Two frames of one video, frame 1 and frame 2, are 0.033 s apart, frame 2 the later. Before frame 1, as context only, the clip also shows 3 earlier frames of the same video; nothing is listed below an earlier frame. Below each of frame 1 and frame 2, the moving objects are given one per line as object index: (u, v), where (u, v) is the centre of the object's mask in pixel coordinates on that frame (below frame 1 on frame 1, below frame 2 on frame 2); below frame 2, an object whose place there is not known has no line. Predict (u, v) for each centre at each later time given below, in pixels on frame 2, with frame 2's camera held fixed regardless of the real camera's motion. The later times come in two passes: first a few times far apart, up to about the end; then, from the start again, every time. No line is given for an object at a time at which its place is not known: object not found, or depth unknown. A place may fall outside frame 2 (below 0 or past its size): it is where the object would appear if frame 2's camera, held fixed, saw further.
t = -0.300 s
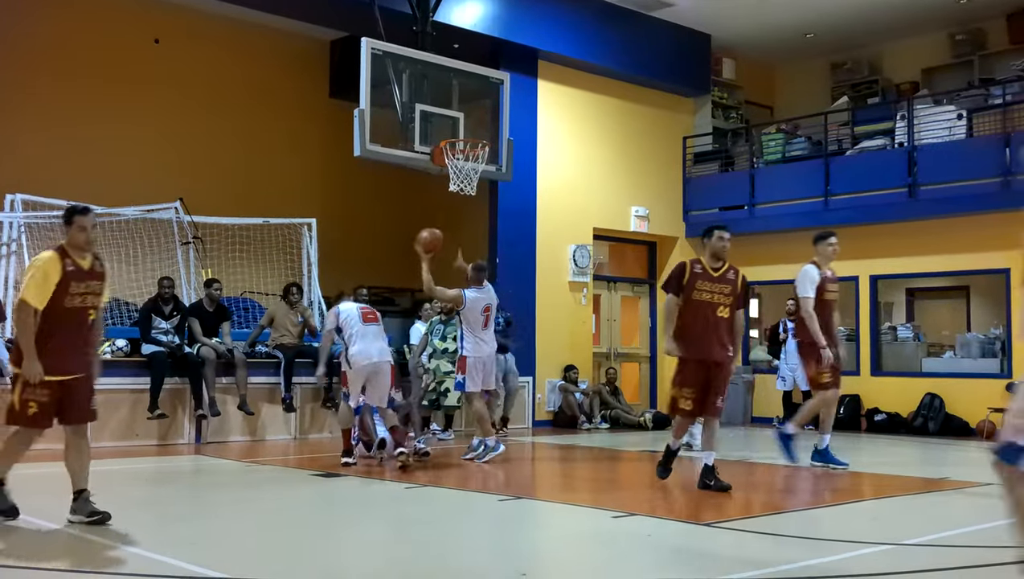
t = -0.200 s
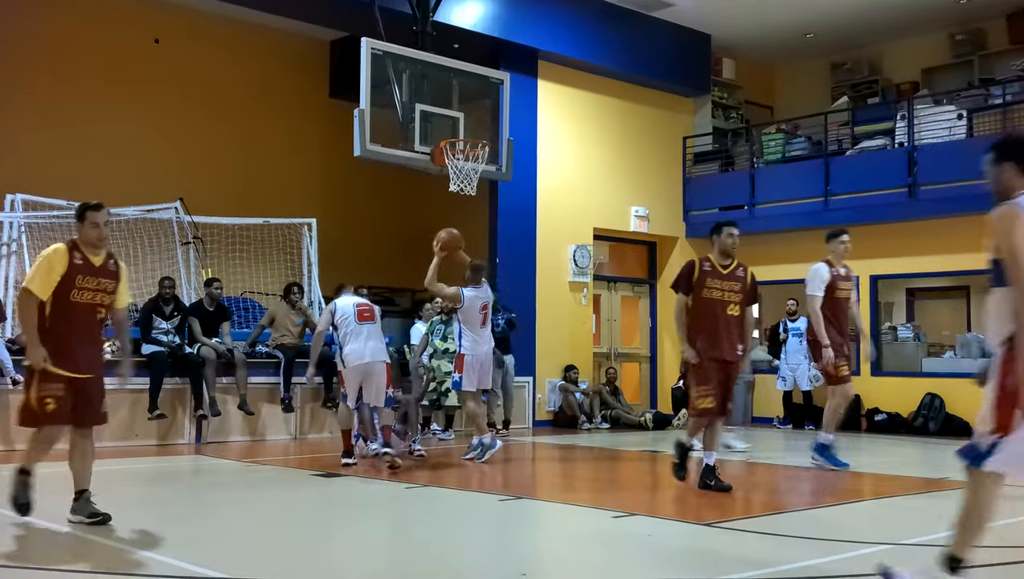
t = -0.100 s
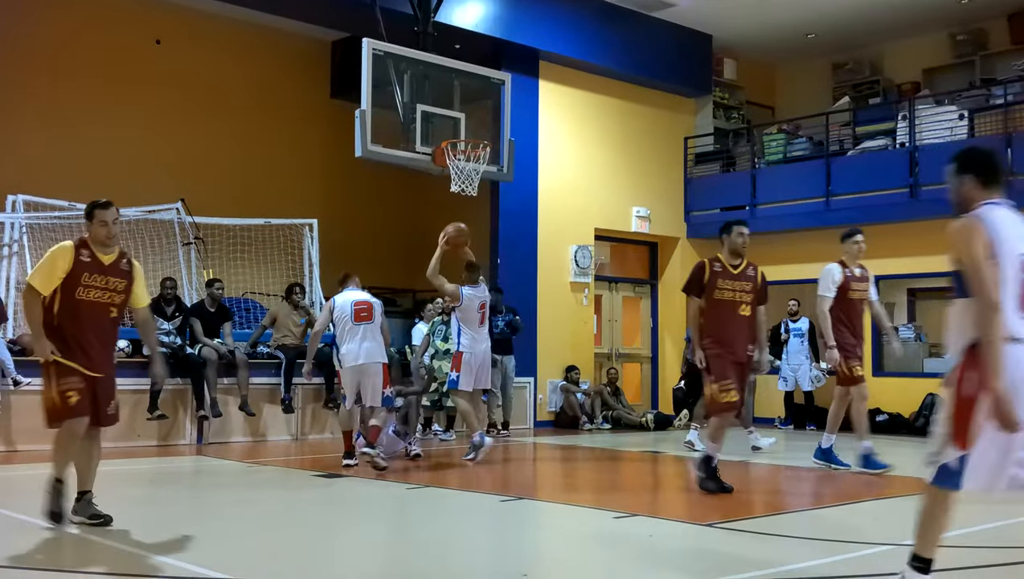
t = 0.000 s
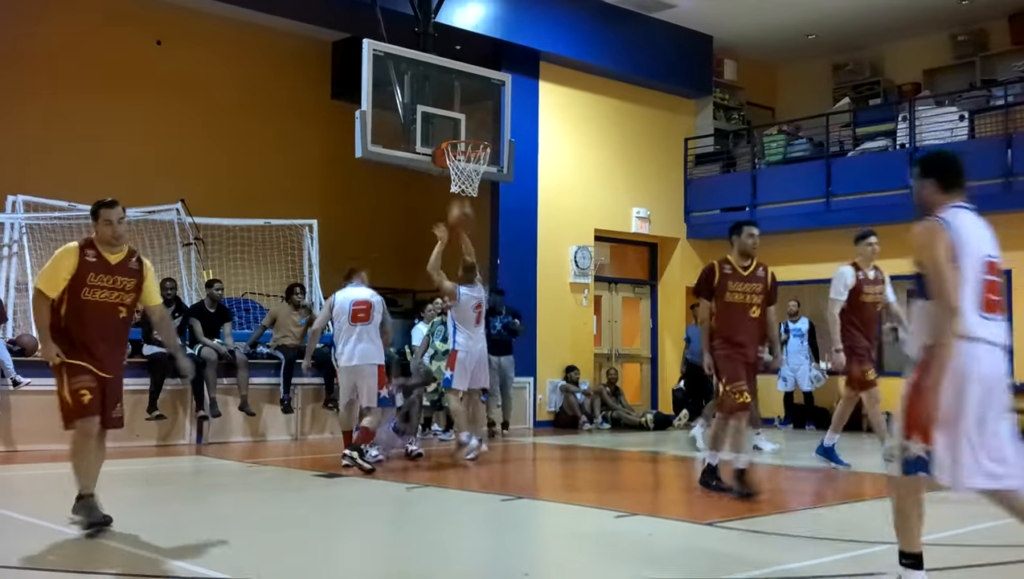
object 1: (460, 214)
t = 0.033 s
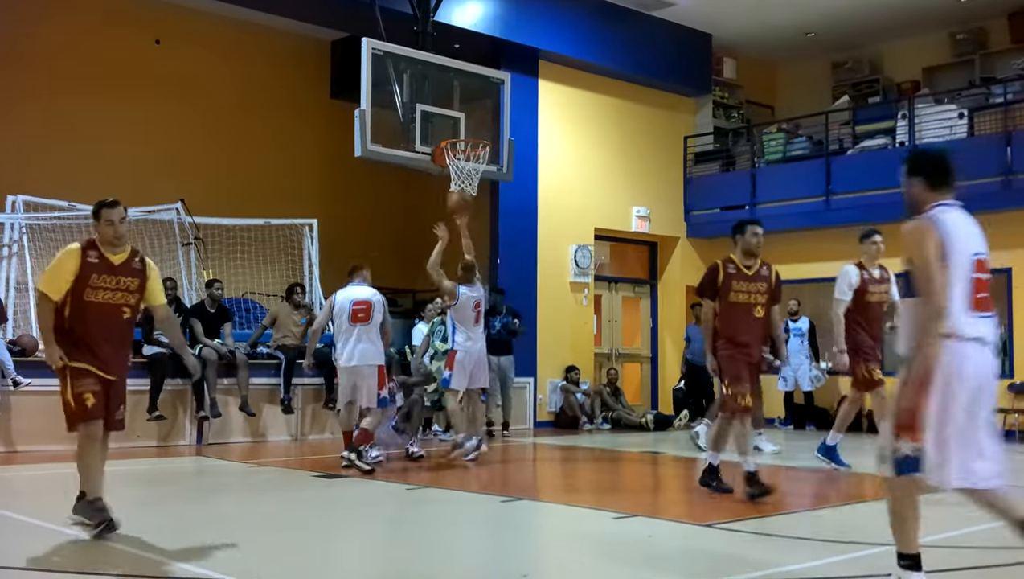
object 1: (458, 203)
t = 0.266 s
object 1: (450, 113)
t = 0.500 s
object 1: (442, 85)
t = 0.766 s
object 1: (470, 116)
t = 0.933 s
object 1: (461, 137)
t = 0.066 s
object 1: (456, 187)
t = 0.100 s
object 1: (457, 170)
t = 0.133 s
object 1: (456, 154)
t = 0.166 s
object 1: (452, 141)
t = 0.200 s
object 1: (452, 132)
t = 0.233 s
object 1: (450, 126)
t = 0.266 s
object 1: (450, 113)
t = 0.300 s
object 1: (449, 104)
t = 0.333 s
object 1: (448, 97)
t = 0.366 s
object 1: (447, 94)
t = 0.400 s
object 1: (446, 92)
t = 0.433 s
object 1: (445, 88)
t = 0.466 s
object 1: (444, 86)
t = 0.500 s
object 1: (442, 85)
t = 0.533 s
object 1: (441, 85)
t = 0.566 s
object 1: (443, 86)
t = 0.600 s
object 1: (447, 88)
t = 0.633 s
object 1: (452, 90)
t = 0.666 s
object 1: (456, 94)
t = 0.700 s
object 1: (460, 100)
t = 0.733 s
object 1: (466, 109)
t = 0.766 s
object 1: (470, 116)
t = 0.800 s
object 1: (475, 126)
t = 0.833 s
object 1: (477, 132)
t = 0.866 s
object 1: (475, 135)
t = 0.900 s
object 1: (470, 139)
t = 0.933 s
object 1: (461, 137)
